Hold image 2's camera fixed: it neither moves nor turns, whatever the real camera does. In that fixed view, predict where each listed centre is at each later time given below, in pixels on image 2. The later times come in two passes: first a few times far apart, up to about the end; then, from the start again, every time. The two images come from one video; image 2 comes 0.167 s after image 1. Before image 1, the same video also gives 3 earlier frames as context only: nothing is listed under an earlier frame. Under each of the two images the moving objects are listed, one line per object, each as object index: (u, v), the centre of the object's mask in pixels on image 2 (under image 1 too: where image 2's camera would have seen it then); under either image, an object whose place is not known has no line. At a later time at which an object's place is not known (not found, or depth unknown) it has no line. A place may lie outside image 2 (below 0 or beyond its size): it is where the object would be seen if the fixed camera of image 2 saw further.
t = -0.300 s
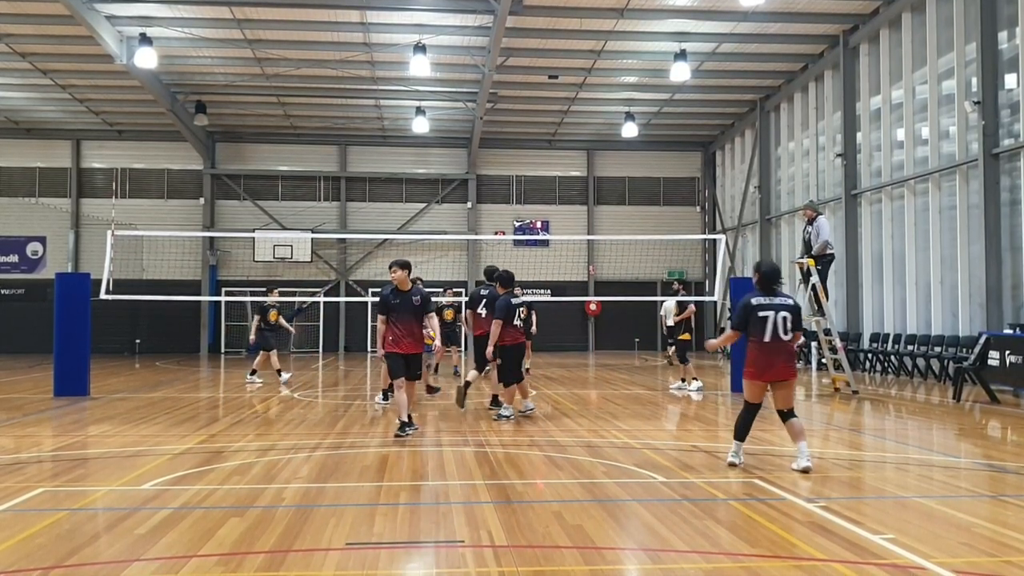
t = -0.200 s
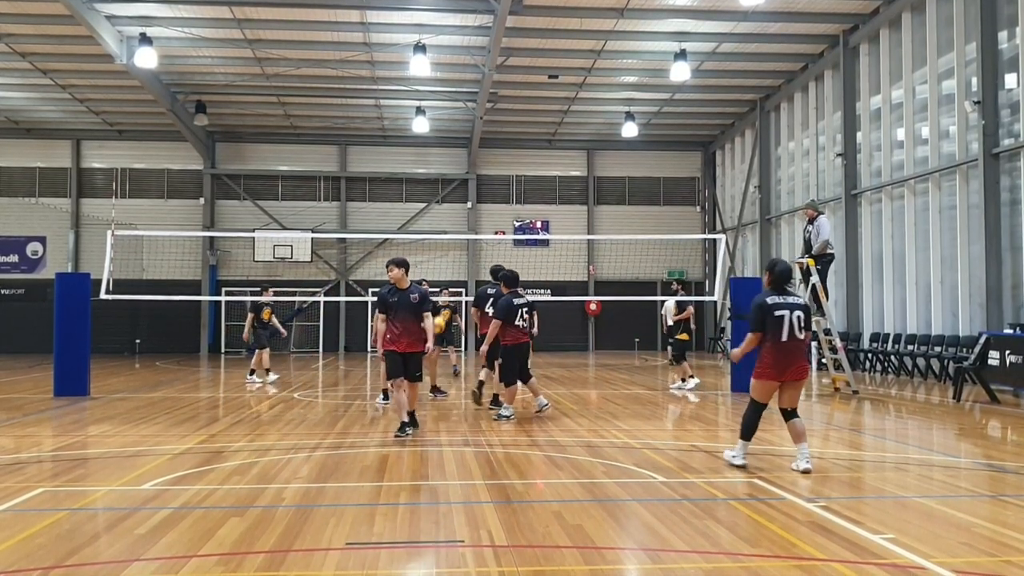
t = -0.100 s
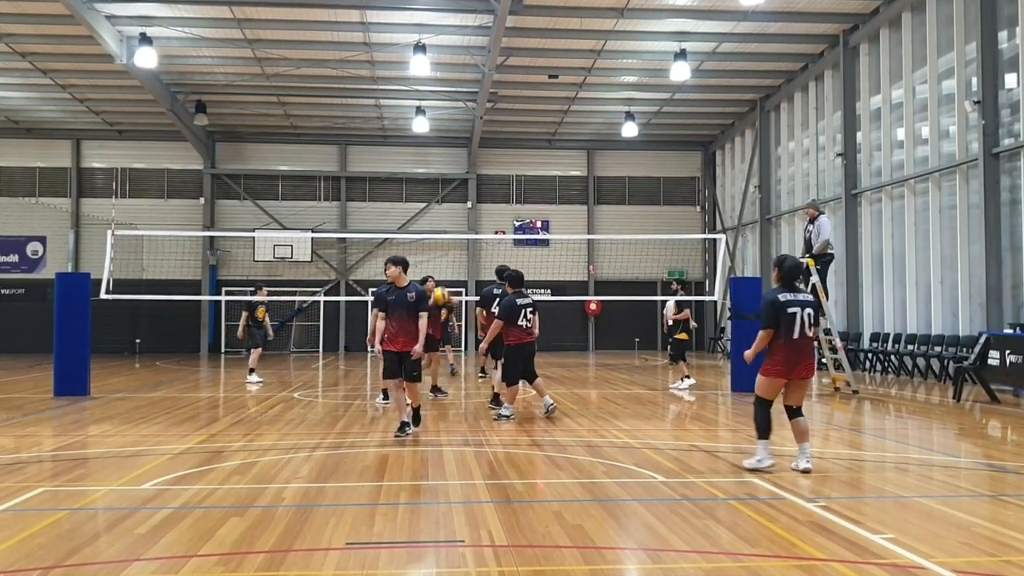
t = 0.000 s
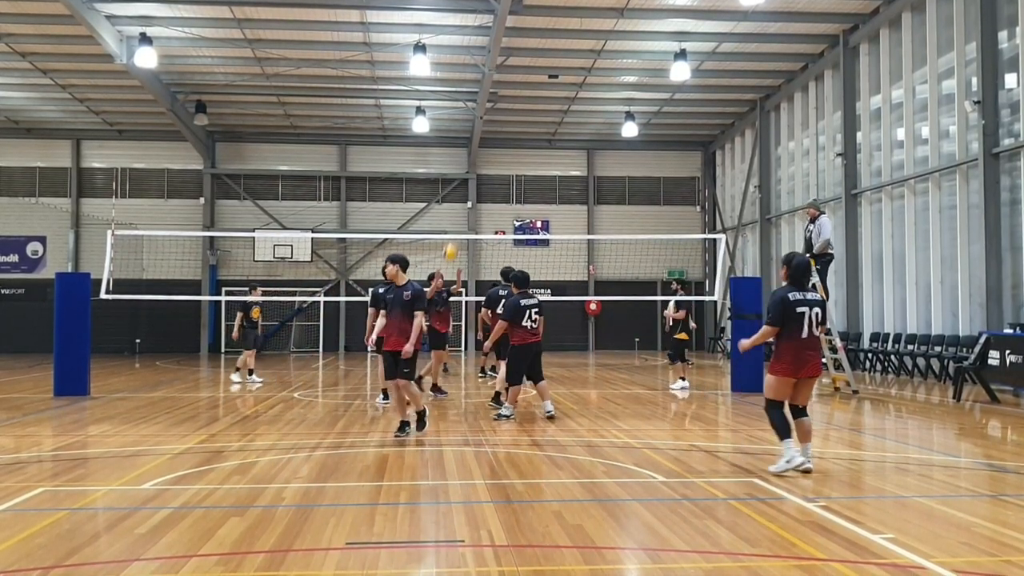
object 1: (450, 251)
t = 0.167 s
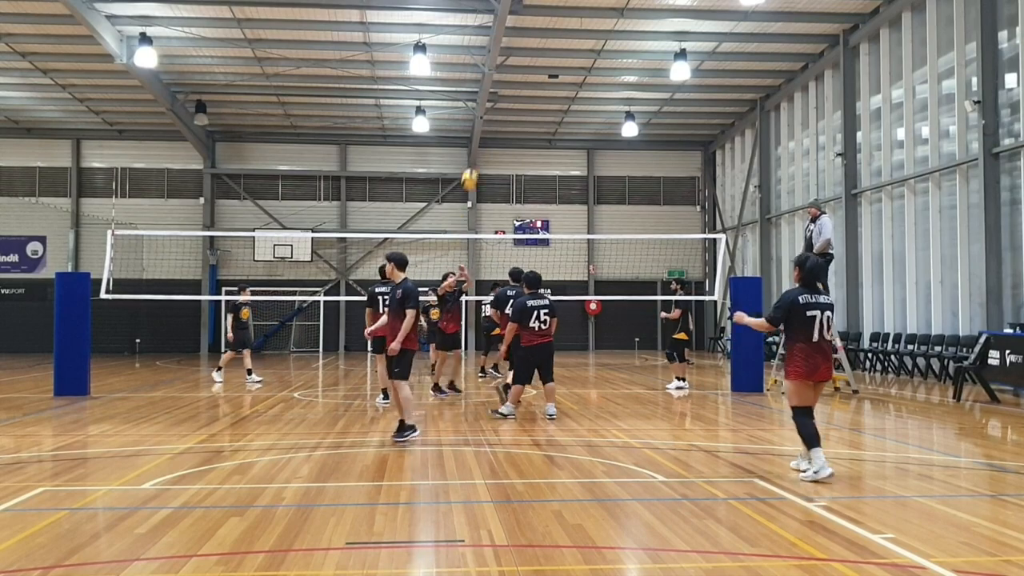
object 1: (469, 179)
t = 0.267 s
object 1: (481, 142)
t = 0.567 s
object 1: (519, 68)
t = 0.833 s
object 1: (558, 57)
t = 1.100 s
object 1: (600, 116)
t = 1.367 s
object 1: (649, 270)
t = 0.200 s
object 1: (473, 166)
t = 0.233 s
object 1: (477, 154)
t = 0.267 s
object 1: (481, 142)
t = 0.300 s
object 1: (485, 131)
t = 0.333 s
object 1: (489, 120)
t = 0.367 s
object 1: (493, 111)
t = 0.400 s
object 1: (497, 102)
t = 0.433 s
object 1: (501, 93)
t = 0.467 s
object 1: (506, 85)
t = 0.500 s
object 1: (510, 79)
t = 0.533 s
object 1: (515, 73)
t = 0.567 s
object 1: (519, 68)
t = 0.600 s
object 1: (523, 63)
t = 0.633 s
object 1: (528, 59)
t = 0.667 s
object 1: (533, 56)
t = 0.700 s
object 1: (538, 54)
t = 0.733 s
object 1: (542, 53)
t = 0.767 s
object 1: (548, 54)
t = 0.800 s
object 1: (553, 55)
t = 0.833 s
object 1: (558, 57)
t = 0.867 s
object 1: (563, 60)
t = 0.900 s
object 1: (568, 64)
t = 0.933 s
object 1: (573, 69)
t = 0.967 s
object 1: (579, 77)
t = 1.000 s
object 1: (584, 84)
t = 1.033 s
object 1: (590, 93)
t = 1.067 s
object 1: (595, 104)
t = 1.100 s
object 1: (600, 116)
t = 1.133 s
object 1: (607, 129)
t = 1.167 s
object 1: (612, 144)
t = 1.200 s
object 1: (618, 160)
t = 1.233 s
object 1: (624, 179)
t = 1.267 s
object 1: (630, 197)
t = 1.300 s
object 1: (636, 218)
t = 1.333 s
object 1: (642, 242)
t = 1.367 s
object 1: (649, 270)
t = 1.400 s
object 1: (655, 296)
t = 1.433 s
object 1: (662, 324)
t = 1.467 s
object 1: (668, 354)
